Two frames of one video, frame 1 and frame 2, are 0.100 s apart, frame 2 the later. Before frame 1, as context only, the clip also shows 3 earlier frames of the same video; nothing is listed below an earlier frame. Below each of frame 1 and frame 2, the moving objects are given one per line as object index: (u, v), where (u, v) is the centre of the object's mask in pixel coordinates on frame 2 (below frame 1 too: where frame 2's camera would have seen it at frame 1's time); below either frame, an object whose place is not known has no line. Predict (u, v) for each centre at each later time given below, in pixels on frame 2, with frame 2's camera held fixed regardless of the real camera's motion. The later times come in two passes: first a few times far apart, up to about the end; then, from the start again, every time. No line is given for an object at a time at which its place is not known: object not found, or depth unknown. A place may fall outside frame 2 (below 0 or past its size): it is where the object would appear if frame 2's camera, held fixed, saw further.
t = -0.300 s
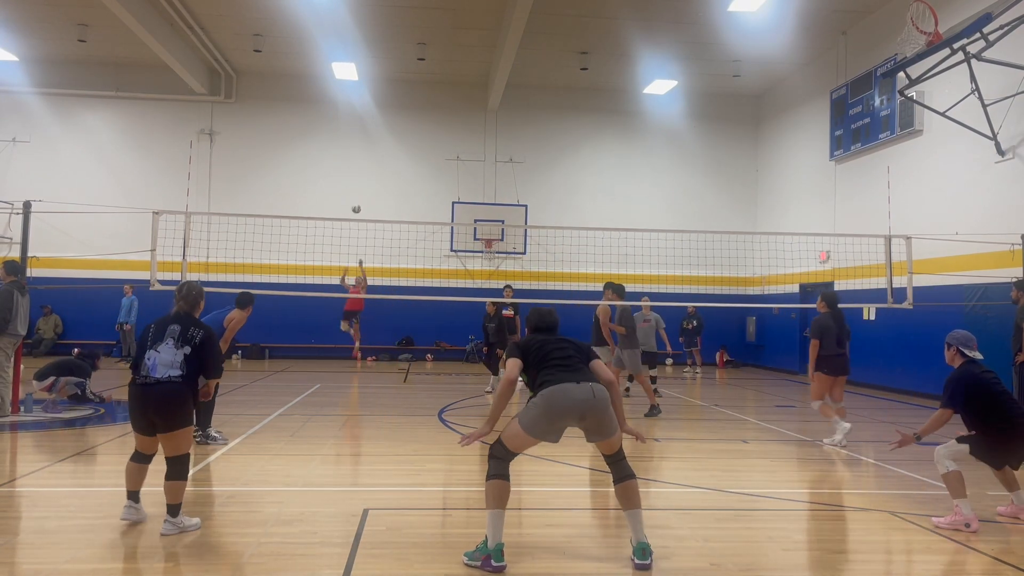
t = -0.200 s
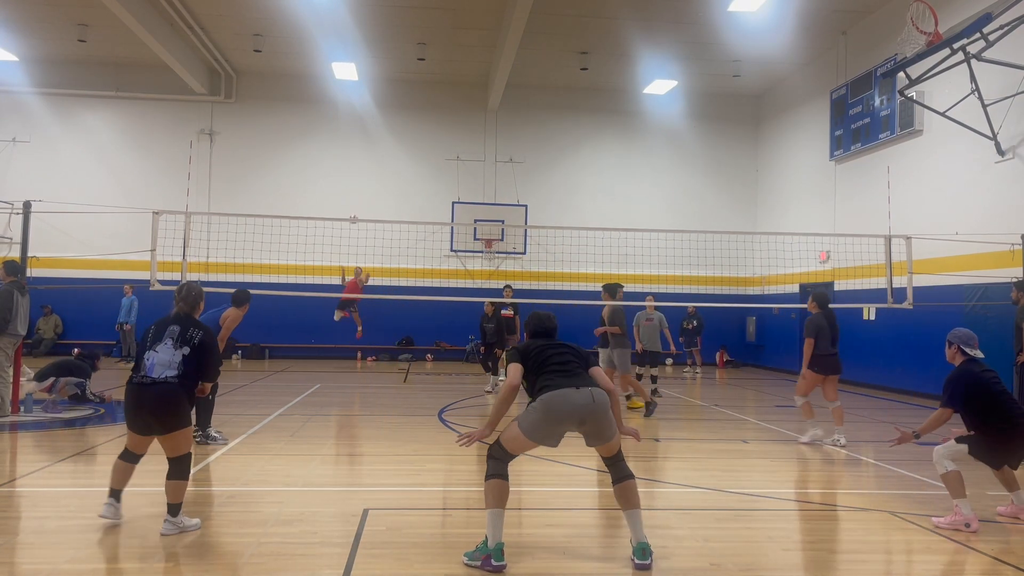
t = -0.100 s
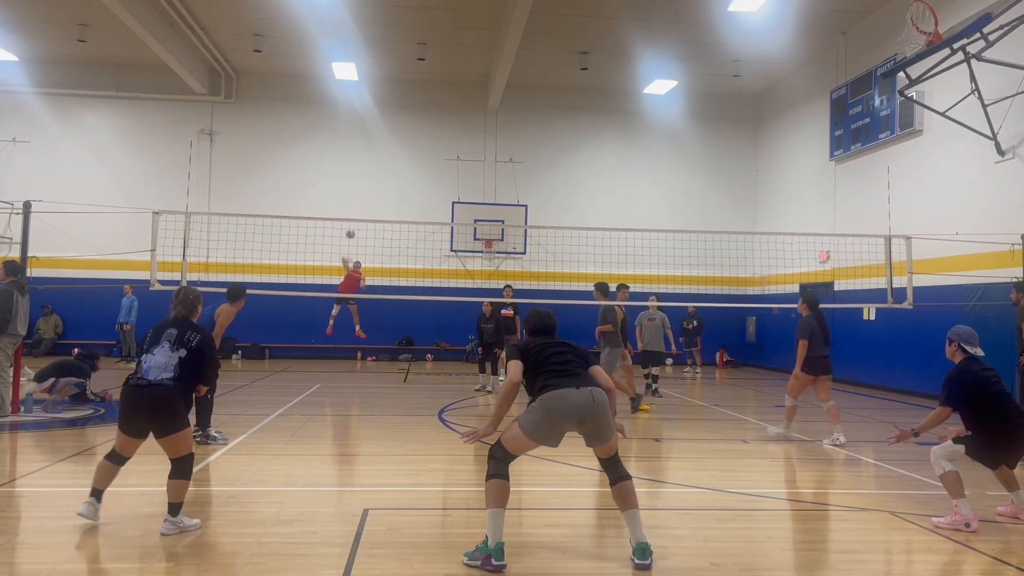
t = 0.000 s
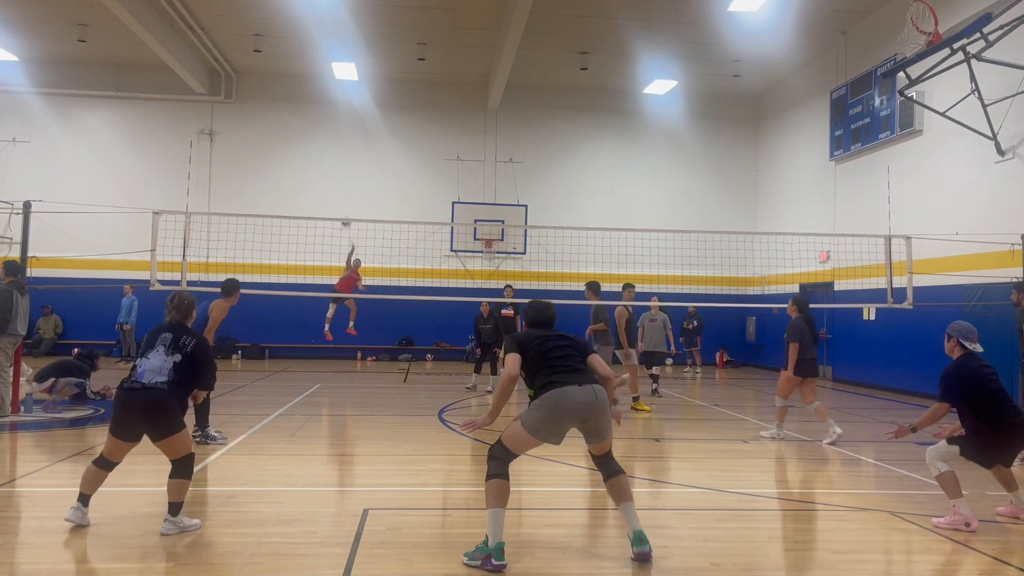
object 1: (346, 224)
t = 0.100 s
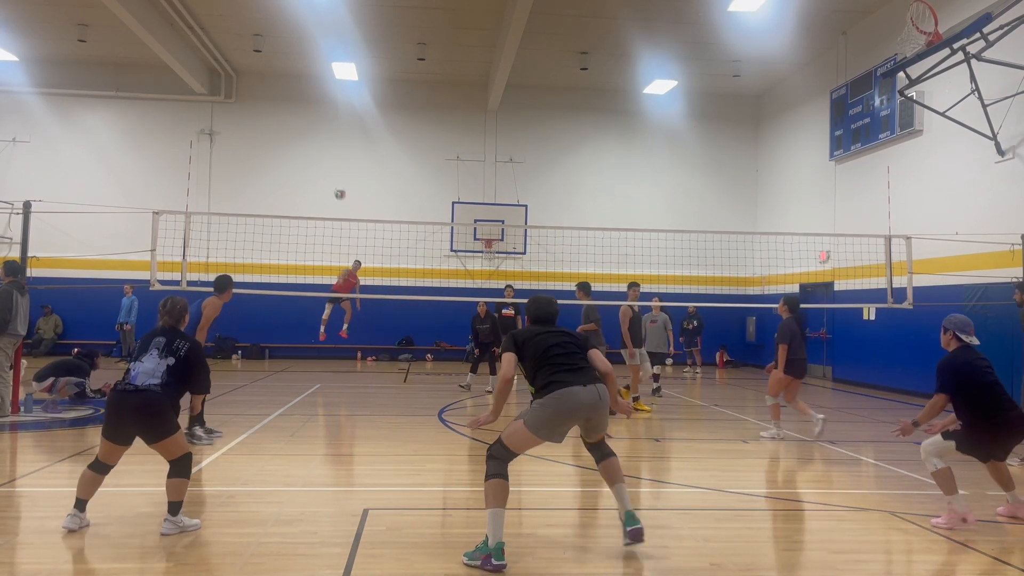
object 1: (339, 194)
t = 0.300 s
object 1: (324, 155)
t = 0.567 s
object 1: (285, 175)
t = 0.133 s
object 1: (337, 185)
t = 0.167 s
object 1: (335, 178)
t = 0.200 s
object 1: (332, 171)
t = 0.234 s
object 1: (329, 165)
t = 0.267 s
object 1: (327, 160)
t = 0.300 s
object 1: (324, 155)
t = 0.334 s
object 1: (320, 152)
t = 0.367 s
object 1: (316, 150)
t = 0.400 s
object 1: (313, 149)
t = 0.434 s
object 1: (308, 150)
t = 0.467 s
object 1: (303, 152)
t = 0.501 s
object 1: (298, 157)
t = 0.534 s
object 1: (292, 164)
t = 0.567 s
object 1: (285, 175)
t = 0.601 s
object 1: (278, 189)
